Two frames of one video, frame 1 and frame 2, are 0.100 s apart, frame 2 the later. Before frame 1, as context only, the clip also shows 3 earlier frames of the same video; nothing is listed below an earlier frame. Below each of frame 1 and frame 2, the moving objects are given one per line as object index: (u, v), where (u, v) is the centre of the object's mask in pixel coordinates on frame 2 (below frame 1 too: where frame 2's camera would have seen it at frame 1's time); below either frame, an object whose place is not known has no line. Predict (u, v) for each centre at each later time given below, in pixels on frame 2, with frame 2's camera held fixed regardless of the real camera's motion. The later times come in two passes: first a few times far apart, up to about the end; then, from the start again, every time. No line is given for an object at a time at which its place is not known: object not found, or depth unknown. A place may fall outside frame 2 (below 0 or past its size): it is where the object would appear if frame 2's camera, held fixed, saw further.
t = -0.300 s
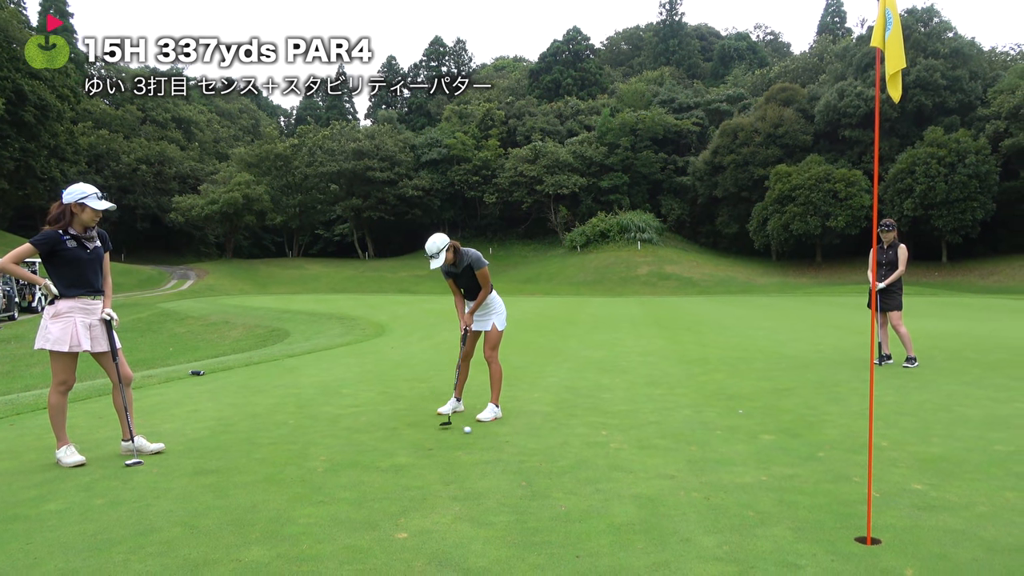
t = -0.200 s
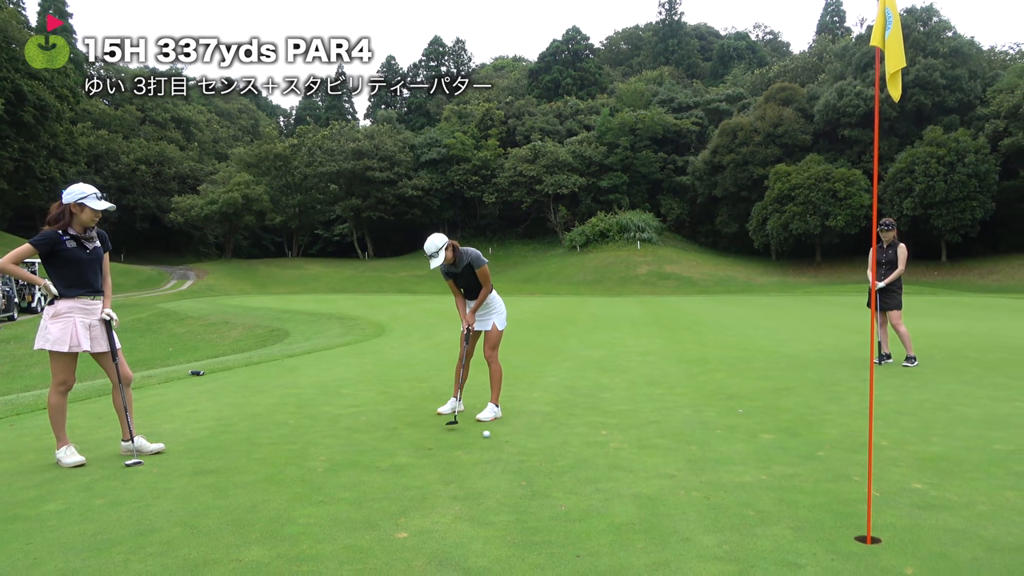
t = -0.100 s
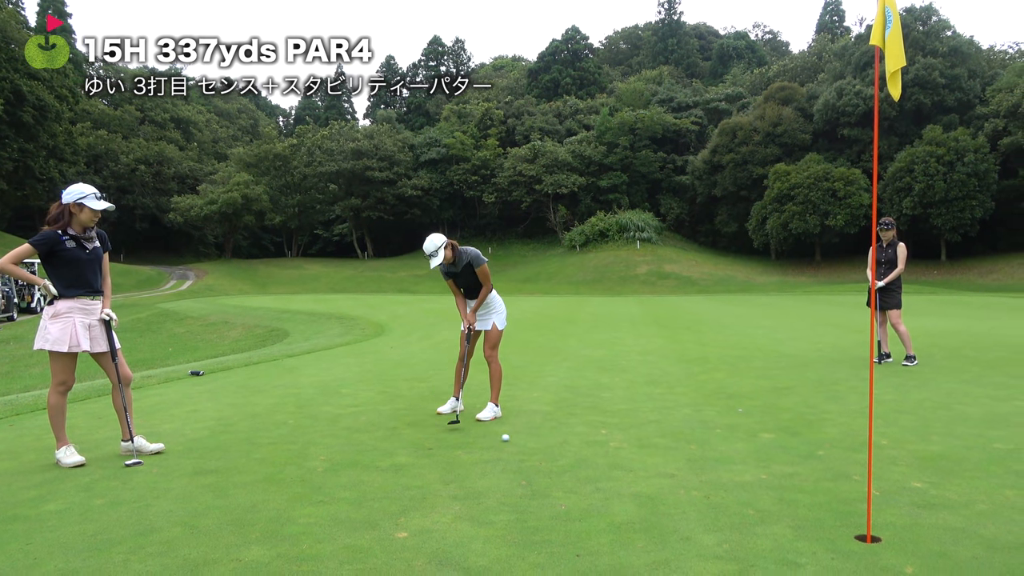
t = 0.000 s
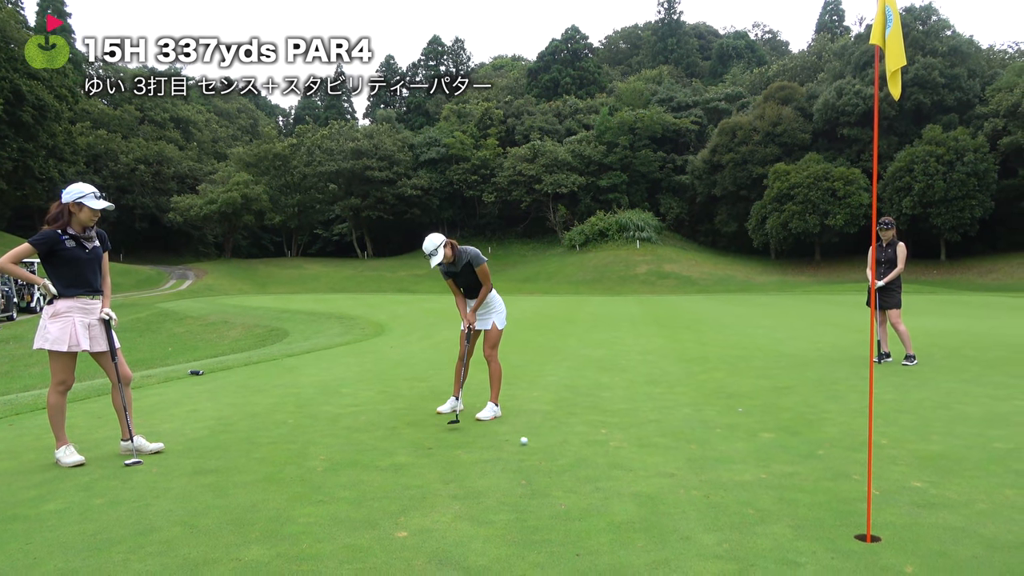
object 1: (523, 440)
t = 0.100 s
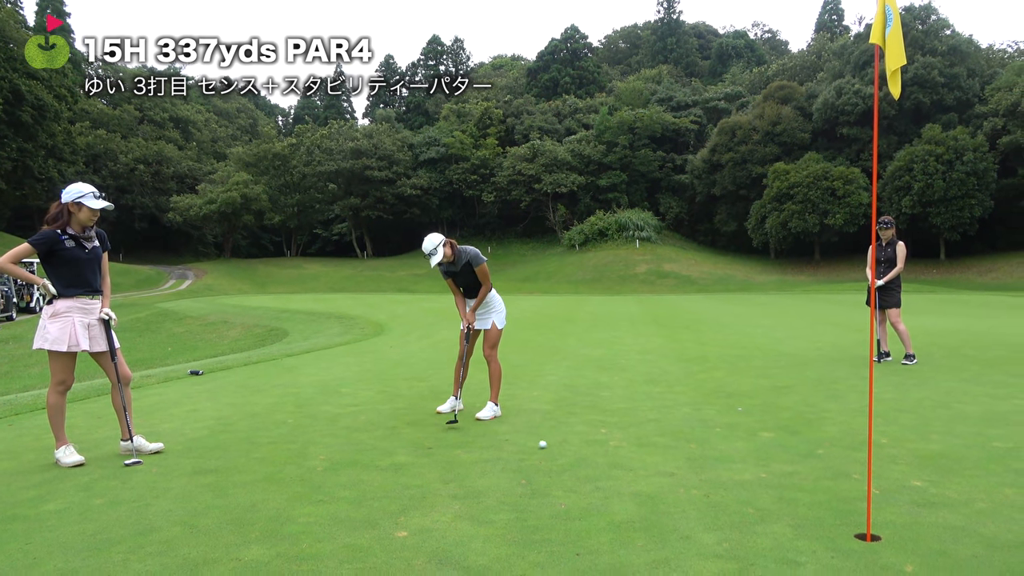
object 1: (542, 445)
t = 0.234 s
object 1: (567, 450)
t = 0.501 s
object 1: (618, 462)
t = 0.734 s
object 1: (665, 473)
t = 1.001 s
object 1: (719, 486)
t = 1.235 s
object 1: (764, 497)
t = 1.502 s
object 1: (815, 511)
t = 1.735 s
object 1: (857, 523)
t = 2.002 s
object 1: (900, 536)
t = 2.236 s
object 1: (933, 547)
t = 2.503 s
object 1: (964, 557)
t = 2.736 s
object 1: (984, 566)
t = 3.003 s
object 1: (997, 573)
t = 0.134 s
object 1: (548, 446)
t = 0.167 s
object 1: (555, 448)
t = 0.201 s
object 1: (561, 449)
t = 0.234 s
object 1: (567, 450)
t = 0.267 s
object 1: (574, 451)
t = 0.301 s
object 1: (580, 453)
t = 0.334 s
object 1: (586, 455)
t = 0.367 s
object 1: (593, 456)
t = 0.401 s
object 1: (599, 458)
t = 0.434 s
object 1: (606, 459)
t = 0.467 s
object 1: (612, 461)
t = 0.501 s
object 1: (618, 462)
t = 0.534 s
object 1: (625, 464)
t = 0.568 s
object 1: (632, 465)
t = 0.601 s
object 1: (638, 467)
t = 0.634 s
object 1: (645, 468)
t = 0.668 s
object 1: (652, 470)
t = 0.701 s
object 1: (659, 471)
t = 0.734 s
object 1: (665, 473)
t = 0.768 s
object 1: (672, 475)
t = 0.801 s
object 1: (678, 476)
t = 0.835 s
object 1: (685, 478)
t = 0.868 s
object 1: (692, 479)
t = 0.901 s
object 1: (699, 481)
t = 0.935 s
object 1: (705, 483)
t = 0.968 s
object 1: (712, 485)
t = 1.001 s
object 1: (719, 486)
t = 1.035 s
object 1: (725, 487)
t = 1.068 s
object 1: (732, 489)
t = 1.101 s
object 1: (738, 491)
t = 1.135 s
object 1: (745, 492)
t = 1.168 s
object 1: (752, 494)
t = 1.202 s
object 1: (758, 495)
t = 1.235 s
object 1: (764, 497)
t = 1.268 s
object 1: (771, 499)
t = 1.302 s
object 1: (777, 501)
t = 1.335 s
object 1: (784, 502)
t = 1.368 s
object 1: (790, 504)
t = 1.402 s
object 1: (796, 506)
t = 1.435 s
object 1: (803, 507)
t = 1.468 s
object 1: (809, 509)
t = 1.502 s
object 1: (815, 511)
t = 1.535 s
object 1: (821, 512)
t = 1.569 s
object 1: (827, 514)
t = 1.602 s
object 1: (834, 516)
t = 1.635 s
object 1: (840, 518)
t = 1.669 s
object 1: (846, 519)
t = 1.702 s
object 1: (851, 521)
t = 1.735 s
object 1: (857, 523)
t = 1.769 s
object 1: (862, 524)
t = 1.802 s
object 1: (868, 526)
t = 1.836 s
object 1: (875, 528)
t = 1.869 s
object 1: (879, 530)
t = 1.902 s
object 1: (884, 531)
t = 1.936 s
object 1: (889, 533)
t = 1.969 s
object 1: (895, 534)
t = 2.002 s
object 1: (900, 536)
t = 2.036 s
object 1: (905, 537)
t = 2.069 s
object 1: (910, 539)
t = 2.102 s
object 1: (915, 541)
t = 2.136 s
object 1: (920, 542)
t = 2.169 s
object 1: (924, 544)
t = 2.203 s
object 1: (929, 545)
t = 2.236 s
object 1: (933, 547)
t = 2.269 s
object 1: (938, 548)
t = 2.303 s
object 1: (942, 550)
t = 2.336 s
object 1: (946, 551)
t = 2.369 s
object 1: (950, 552)
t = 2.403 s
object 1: (953, 554)
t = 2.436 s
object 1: (957, 555)
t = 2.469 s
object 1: (960, 556)
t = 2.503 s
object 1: (964, 557)
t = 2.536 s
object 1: (967, 559)
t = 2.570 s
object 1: (971, 560)
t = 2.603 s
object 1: (974, 562)
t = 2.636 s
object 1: (977, 562)
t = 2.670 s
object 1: (979, 564)
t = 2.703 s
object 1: (982, 565)
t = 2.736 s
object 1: (984, 566)
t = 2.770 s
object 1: (986, 567)
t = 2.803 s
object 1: (988, 568)
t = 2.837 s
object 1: (990, 569)
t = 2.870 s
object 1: (992, 569)
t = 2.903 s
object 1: (994, 571)
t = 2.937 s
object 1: (995, 571)
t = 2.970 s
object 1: (996, 572)
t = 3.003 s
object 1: (997, 573)
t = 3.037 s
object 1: (998, 573)
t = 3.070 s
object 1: (998, 574)
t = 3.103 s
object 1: (999, 575)
